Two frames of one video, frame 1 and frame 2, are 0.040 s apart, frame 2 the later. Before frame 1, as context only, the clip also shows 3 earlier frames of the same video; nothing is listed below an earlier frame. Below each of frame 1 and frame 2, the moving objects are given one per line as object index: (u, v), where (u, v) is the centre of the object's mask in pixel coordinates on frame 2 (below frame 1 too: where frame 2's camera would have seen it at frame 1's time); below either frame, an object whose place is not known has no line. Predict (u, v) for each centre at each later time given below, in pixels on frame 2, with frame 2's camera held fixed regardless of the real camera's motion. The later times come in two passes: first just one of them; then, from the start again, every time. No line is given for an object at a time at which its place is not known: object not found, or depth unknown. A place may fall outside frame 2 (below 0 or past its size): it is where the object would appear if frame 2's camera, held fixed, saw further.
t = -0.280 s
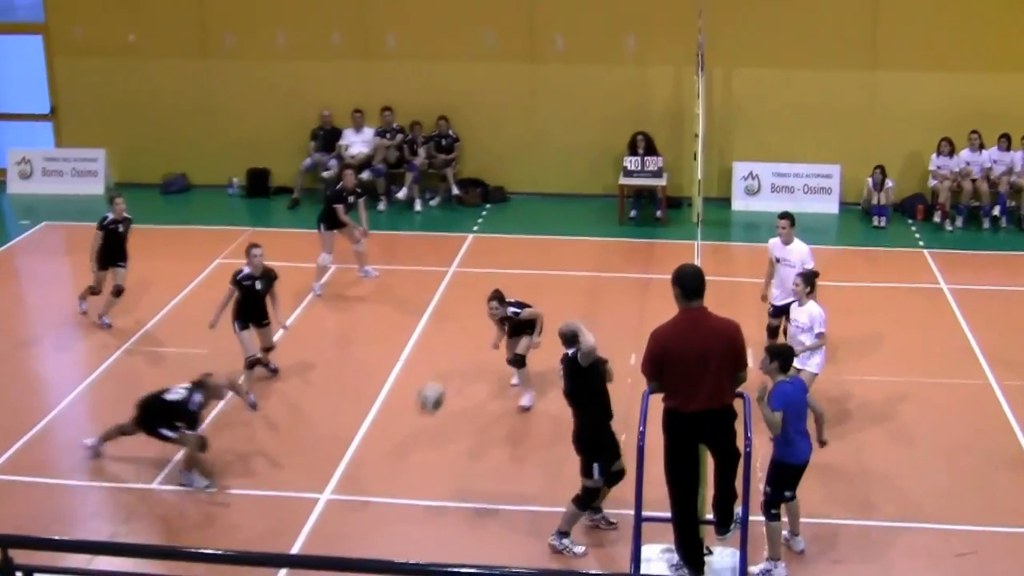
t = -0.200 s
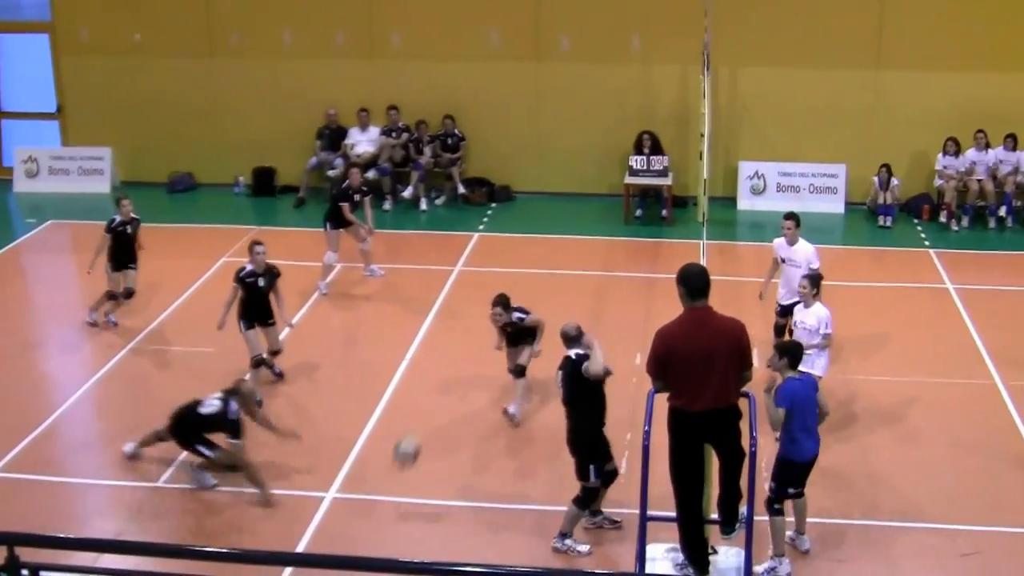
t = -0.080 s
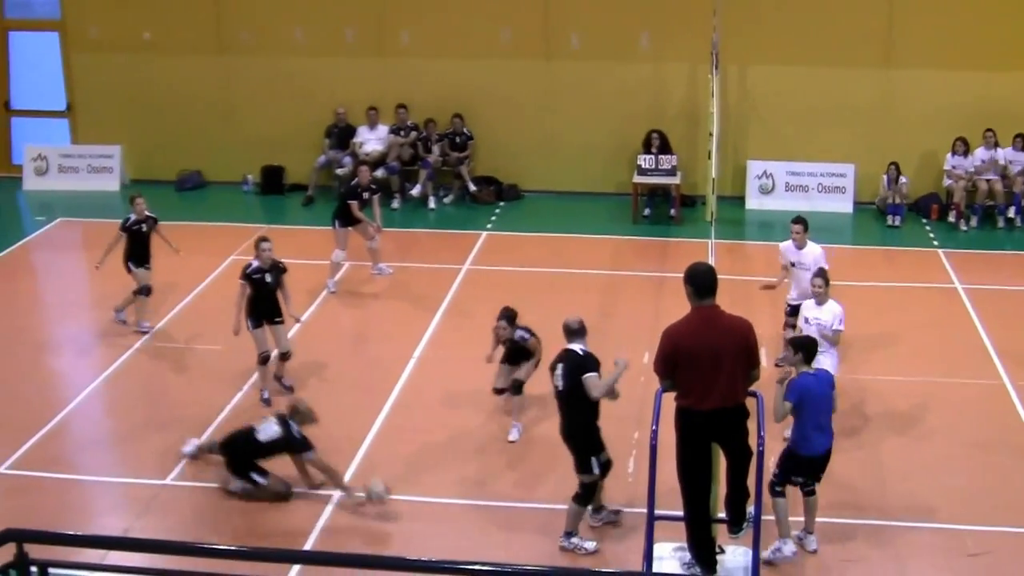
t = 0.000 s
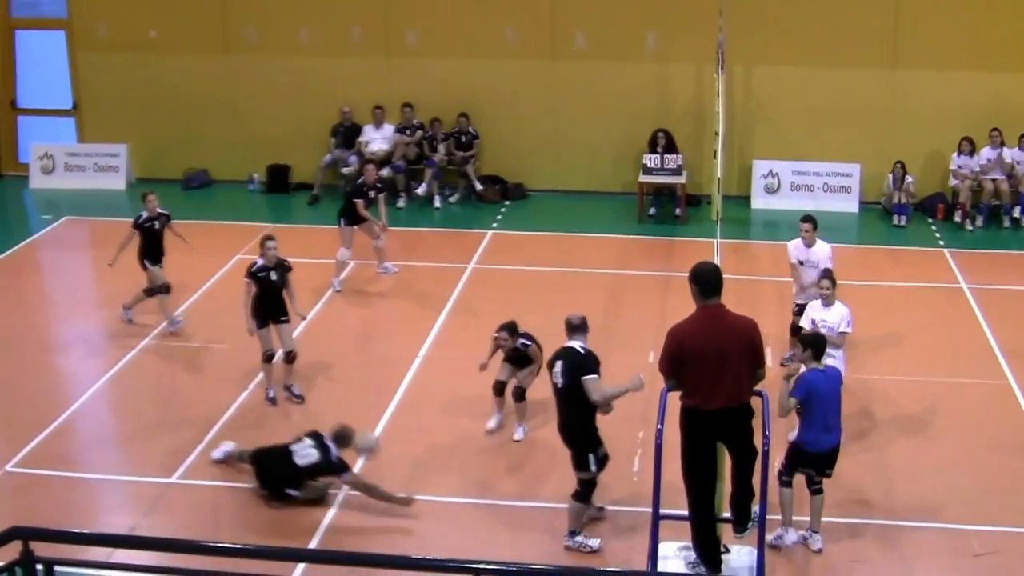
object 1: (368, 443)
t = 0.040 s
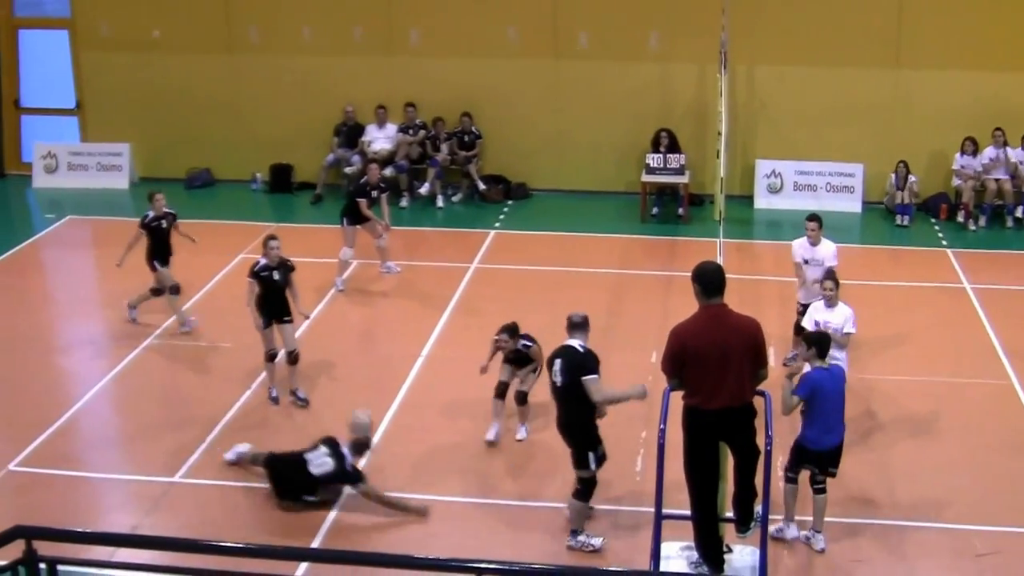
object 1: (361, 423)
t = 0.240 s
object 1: (320, 346)
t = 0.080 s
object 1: (353, 404)
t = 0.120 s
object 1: (344, 387)
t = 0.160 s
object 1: (337, 372)
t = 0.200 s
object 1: (328, 358)
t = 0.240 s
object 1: (320, 346)
